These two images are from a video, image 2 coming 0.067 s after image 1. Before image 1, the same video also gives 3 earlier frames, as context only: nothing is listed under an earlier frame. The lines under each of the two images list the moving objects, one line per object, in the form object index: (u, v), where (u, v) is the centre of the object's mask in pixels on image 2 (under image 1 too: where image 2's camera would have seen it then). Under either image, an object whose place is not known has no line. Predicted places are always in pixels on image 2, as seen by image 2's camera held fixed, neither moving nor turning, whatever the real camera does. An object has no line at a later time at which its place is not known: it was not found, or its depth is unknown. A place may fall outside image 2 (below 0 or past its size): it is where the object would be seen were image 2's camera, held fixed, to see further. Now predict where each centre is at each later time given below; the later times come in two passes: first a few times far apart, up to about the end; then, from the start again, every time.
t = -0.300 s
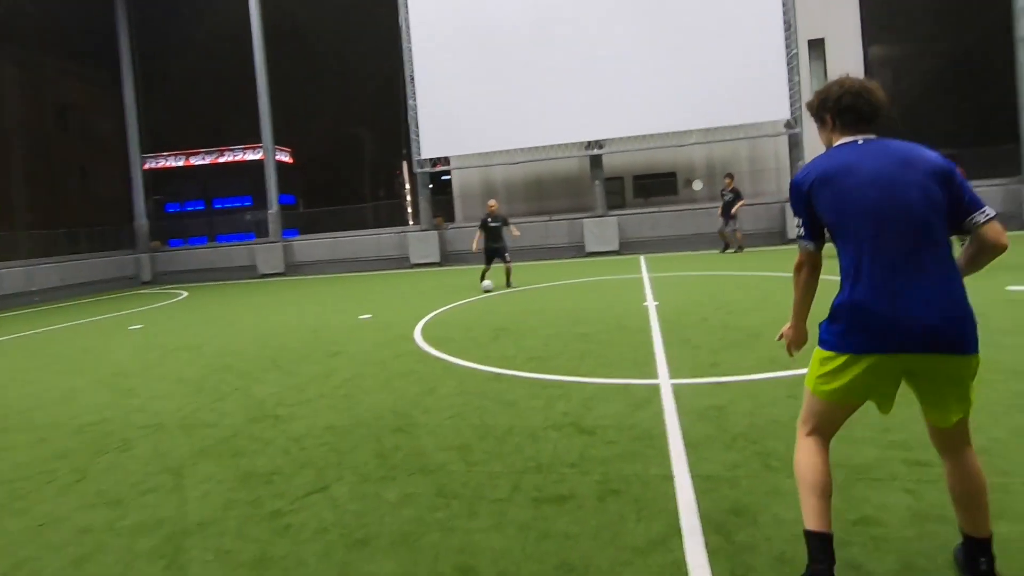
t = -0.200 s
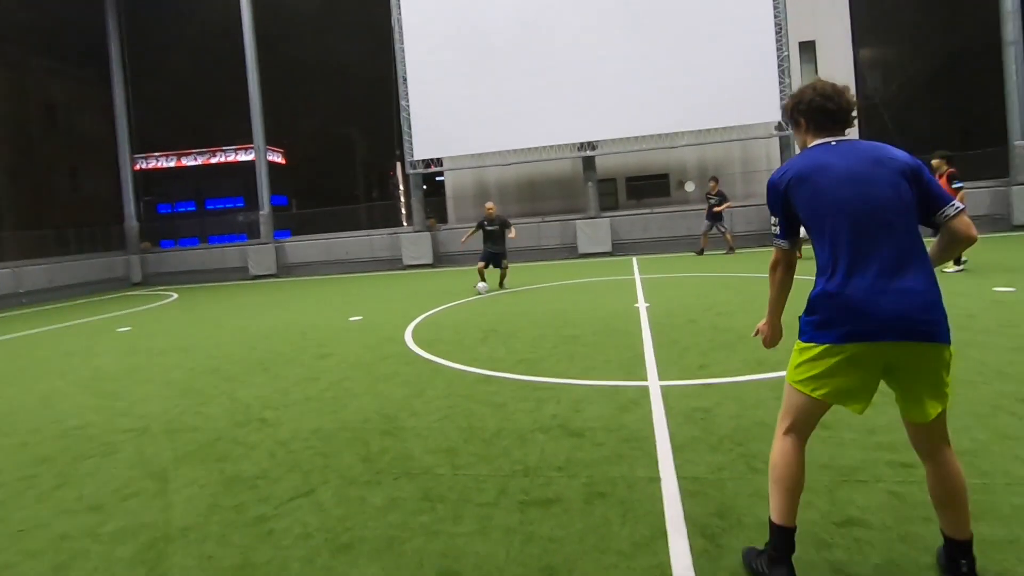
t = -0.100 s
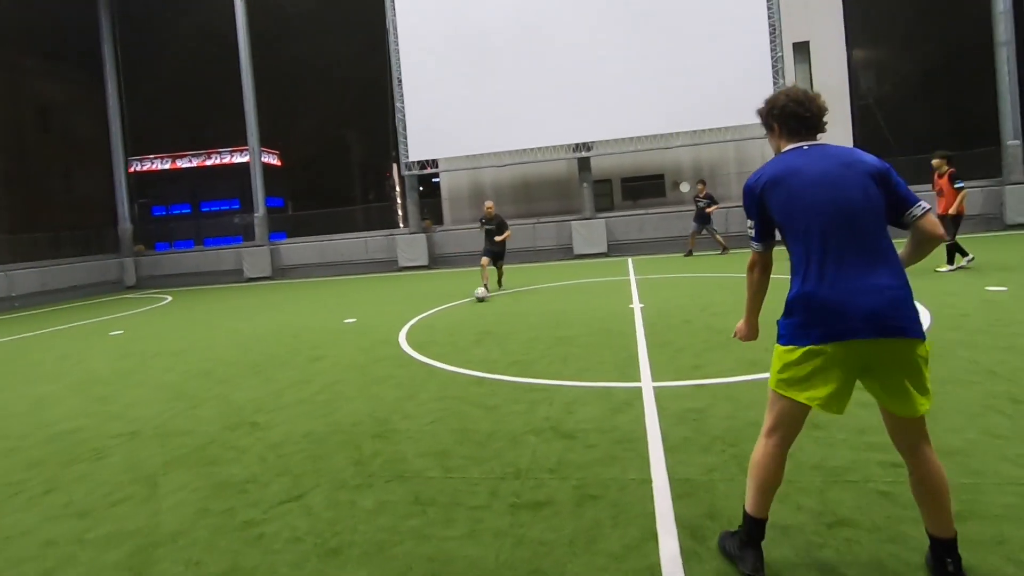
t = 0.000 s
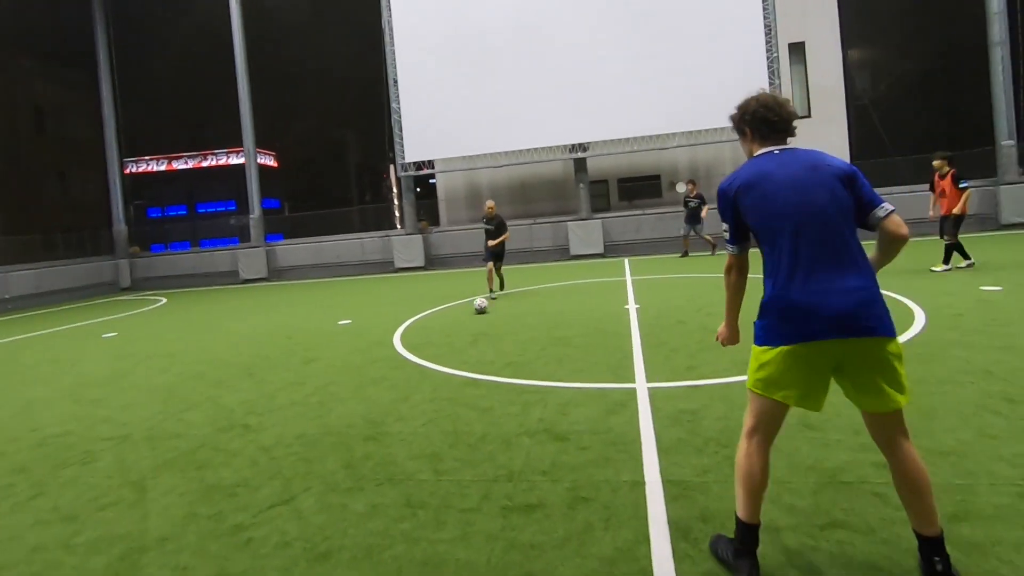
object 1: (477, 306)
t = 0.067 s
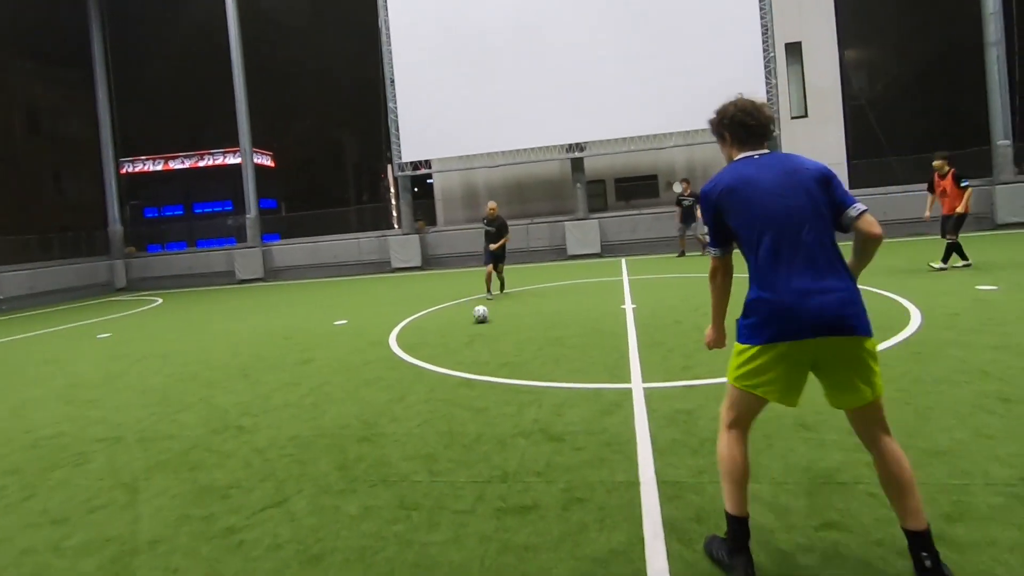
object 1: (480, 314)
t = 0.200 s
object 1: (489, 336)
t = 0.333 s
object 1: (503, 365)
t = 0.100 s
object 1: (482, 319)
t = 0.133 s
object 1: (485, 324)
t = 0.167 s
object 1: (487, 329)
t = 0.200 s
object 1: (489, 336)
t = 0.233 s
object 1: (492, 342)
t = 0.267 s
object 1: (495, 350)
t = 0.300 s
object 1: (499, 357)
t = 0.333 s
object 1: (503, 365)
